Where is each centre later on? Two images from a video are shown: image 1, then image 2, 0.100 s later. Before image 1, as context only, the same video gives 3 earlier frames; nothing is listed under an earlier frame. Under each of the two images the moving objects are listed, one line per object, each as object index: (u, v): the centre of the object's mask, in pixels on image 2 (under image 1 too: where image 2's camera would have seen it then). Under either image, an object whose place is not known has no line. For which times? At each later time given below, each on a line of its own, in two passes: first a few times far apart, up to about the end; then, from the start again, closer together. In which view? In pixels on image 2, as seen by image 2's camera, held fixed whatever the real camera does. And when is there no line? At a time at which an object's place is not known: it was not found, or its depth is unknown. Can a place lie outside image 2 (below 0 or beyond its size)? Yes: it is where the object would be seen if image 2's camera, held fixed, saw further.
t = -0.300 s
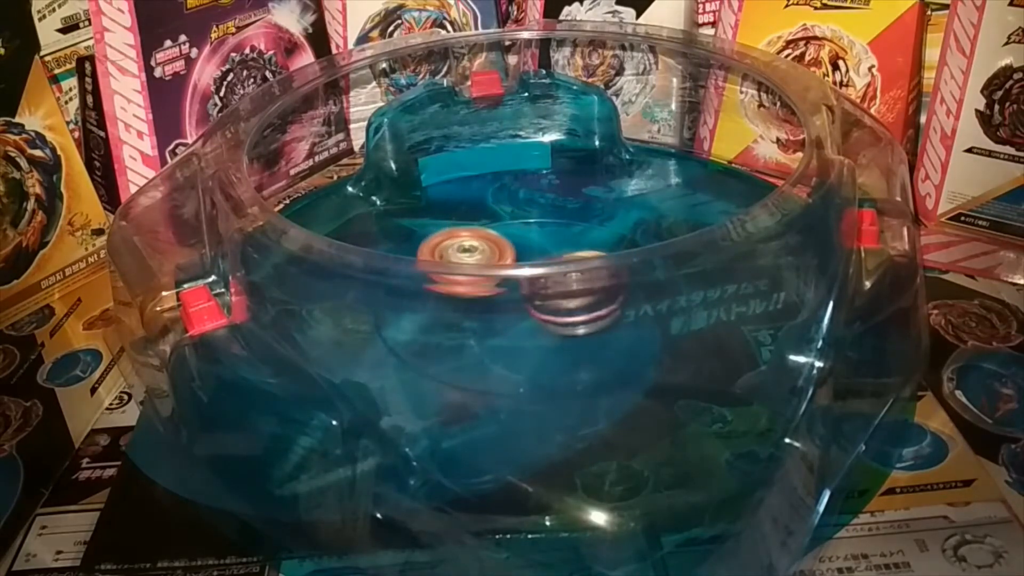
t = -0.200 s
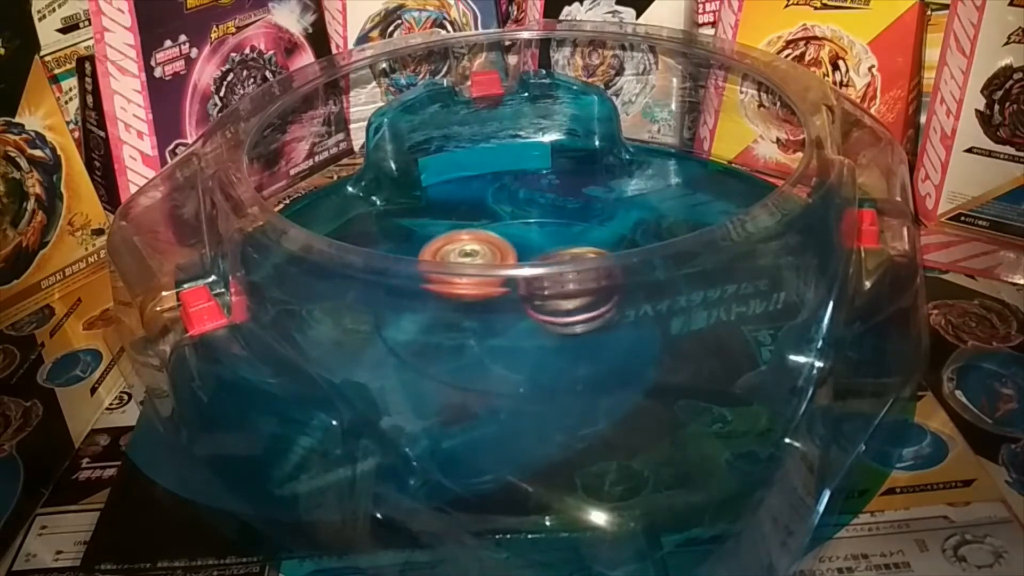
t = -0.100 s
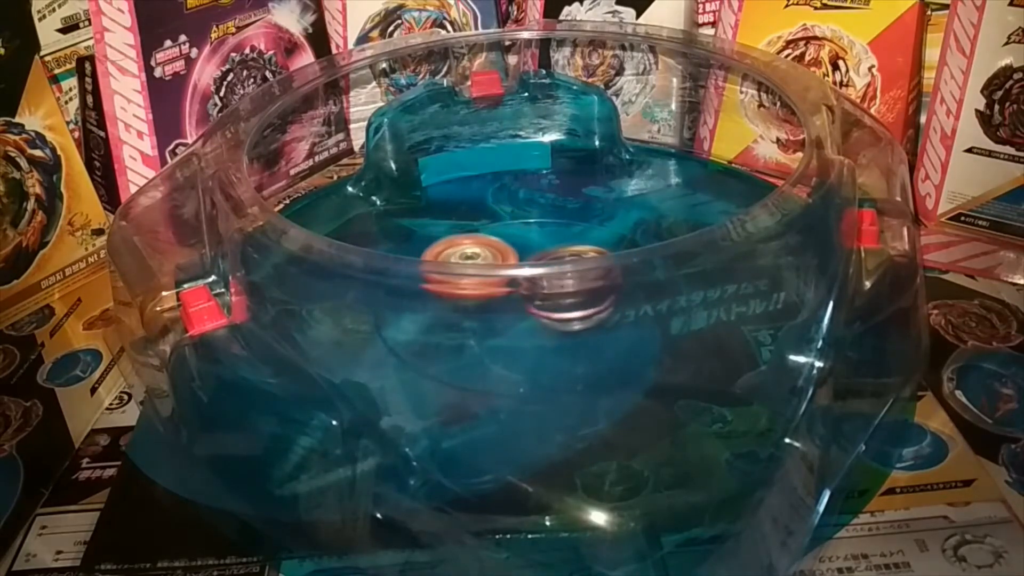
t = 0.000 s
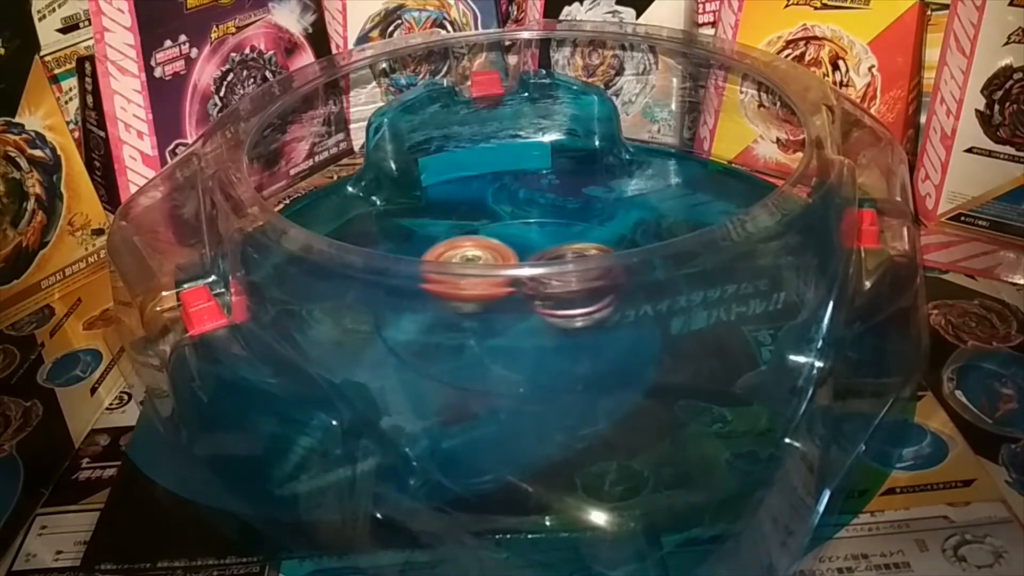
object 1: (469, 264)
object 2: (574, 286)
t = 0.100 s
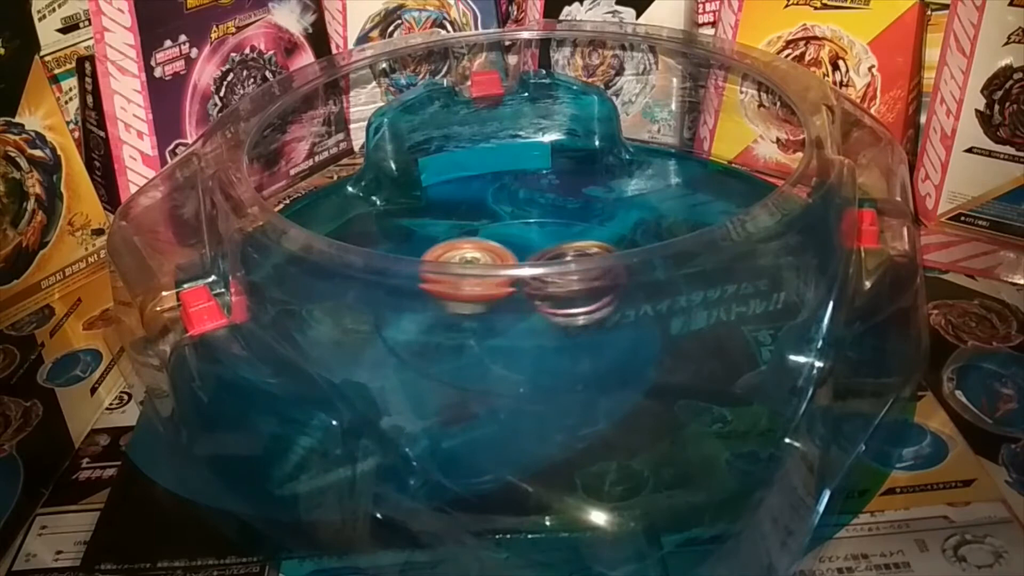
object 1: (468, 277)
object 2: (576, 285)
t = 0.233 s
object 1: (467, 277)
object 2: (574, 282)
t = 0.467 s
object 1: (463, 284)
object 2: (585, 273)
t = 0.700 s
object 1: (469, 287)
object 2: (573, 274)
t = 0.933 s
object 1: (472, 296)
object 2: (572, 259)
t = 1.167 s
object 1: (474, 298)
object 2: (572, 255)
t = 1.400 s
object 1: (479, 300)
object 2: (568, 253)
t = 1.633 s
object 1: (486, 302)
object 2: (563, 250)
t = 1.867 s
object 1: (486, 305)
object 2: (564, 247)
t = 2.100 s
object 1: (489, 308)
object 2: (560, 248)
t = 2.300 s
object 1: (497, 309)
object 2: (561, 249)
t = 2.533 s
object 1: (507, 309)
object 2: (559, 249)
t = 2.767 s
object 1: (516, 311)
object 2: (557, 240)
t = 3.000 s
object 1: (524, 311)
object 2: (551, 241)
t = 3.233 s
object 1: (529, 313)
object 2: (548, 236)
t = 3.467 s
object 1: (535, 310)
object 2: (537, 240)
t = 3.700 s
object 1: (542, 312)
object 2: (524, 241)
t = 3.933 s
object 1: (551, 308)
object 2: (516, 242)
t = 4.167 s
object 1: (558, 308)
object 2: (506, 241)
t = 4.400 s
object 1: (563, 307)
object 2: (505, 251)
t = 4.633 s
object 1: (568, 306)
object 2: (508, 251)
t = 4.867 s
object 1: (577, 301)
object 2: (507, 240)
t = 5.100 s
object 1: (579, 298)
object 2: (505, 250)
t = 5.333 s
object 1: (581, 296)
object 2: (498, 253)
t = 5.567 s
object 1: (584, 294)
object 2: (492, 258)
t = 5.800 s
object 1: (583, 294)
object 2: (485, 263)
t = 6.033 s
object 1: (586, 293)
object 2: (481, 264)
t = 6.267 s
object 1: (593, 292)
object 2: (477, 264)
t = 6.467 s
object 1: (593, 290)
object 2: (475, 265)
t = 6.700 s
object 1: (591, 280)
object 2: (485, 263)
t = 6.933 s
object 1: (596, 274)
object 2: (481, 262)
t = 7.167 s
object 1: (597, 269)
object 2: (485, 260)
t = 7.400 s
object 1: (595, 270)
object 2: (488, 261)
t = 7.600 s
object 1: (594, 270)
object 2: (482, 262)
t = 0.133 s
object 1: (468, 277)
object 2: (575, 285)
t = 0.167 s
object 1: (468, 277)
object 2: (575, 284)
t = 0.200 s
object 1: (468, 277)
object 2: (575, 283)
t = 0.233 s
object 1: (467, 277)
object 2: (574, 282)
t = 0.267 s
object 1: (467, 277)
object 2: (575, 280)
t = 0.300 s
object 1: (468, 277)
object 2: (575, 279)
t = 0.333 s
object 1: (467, 278)
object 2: (576, 279)
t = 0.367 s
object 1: (466, 278)
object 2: (578, 278)
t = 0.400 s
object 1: (464, 278)
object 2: (583, 276)
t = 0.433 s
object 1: (463, 283)
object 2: (585, 274)
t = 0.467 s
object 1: (463, 284)
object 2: (585, 273)
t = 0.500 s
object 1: (464, 285)
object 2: (585, 272)
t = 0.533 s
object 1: (463, 285)
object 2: (583, 271)
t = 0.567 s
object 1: (464, 285)
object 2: (582, 272)
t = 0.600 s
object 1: (465, 286)
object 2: (581, 273)
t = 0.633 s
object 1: (467, 287)
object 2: (579, 273)
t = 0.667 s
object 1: (469, 287)
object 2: (577, 273)
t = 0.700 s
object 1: (469, 287)
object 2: (573, 274)
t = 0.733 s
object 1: (469, 288)
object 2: (573, 260)
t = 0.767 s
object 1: (468, 289)
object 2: (572, 260)
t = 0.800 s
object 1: (469, 296)
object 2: (573, 260)
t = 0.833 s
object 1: (471, 289)
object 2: (572, 260)
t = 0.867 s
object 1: (470, 296)
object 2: (572, 260)
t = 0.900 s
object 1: (470, 296)
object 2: (572, 259)
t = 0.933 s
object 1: (472, 296)
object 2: (572, 259)
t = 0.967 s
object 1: (472, 296)
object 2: (572, 259)
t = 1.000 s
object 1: (473, 296)
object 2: (571, 259)
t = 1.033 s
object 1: (472, 296)
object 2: (571, 258)
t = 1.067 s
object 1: (473, 296)
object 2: (572, 257)
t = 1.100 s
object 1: (475, 298)
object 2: (571, 257)
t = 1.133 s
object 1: (475, 298)
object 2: (571, 256)
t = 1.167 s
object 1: (474, 298)
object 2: (572, 255)
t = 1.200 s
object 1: (474, 298)
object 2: (572, 254)
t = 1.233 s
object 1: (475, 299)
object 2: (572, 254)
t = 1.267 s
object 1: (476, 299)
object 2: (571, 254)
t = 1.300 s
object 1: (478, 299)
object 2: (570, 254)
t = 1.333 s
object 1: (479, 300)
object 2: (569, 254)
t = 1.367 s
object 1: (480, 300)
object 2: (568, 254)
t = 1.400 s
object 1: (479, 300)
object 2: (568, 253)
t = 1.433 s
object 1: (482, 300)
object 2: (567, 253)
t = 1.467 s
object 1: (483, 301)
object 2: (566, 253)
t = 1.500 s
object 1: (483, 301)
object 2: (565, 252)
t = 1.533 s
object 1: (482, 301)
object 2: (565, 251)
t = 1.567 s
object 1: (485, 301)
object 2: (565, 251)
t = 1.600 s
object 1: (485, 302)
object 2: (564, 250)
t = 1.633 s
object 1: (486, 302)
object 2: (563, 250)
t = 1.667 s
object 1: (488, 303)
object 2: (562, 250)
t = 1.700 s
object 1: (484, 303)
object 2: (563, 250)
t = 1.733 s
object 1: (483, 303)
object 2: (565, 249)
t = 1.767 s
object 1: (483, 303)
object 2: (565, 247)
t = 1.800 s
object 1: (485, 304)
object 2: (565, 247)
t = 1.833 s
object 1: (486, 305)
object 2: (564, 247)
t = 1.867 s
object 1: (486, 305)
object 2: (564, 247)
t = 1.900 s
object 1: (487, 305)
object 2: (563, 247)
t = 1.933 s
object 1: (489, 306)
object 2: (561, 248)
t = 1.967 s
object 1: (490, 306)
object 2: (560, 248)
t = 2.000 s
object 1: (491, 306)
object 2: (559, 248)
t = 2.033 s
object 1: (494, 306)
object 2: (558, 249)
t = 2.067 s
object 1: (494, 309)
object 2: (558, 250)
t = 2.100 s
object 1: (489, 308)
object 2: (560, 248)
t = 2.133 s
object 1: (489, 307)
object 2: (560, 247)
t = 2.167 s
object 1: (491, 307)
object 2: (561, 247)
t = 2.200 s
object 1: (493, 308)
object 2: (560, 247)
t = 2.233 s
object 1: (494, 308)
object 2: (560, 248)
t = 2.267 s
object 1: (495, 308)
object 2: (560, 248)
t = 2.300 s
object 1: (497, 309)
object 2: (561, 249)
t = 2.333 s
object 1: (500, 311)
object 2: (560, 249)
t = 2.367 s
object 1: (502, 311)
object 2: (559, 250)
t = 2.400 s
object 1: (503, 311)
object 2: (560, 250)
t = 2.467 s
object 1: (502, 309)
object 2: (560, 249)
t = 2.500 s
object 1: (504, 309)
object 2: (560, 249)
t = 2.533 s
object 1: (507, 309)
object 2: (559, 249)
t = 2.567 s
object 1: (508, 310)
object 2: (559, 250)
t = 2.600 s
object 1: (510, 312)
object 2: (559, 249)
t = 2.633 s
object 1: (509, 311)
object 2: (556, 241)
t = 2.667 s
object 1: (510, 311)
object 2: (556, 241)
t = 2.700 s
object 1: (512, 311)
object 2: (556, 241)
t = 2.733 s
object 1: (514, 311)
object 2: (557, 240)
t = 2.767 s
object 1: (516, 311)
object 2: (557, 240)
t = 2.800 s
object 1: (518, 311)
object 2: (556, 240)
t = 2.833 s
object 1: (520, 311)
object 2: (556, 240)
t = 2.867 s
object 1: (522, 311)
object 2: (556, 241)
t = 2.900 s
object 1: (524, 311)
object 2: (554, 241)
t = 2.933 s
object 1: (525, 311)
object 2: (554, 241)
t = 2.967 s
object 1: (525, 311)
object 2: (552, 241)
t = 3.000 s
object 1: (524, 311)
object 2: (551, 241)
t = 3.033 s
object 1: (523, 313)
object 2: (553, 238)
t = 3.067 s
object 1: (524, 313)
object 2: (553, 237)
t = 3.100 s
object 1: (525, 313)
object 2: (552, 237)
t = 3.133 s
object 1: (526, 313)
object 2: (551, 236)
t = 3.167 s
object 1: (527, 313)
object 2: (550, 236)
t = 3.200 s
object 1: (527, 313)
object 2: (549, 236)
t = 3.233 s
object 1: (529, 313)
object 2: (548, 236)
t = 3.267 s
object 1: (530, 313)
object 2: (547, 236)
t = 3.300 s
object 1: (530, 313)
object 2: (545, 237)
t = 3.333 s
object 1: (531, 312)
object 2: (543, 237)
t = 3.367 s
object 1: (533, 311)
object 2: (542, 238)
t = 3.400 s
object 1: (534, 311)
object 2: (541, 239)
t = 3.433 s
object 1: (535, 310)
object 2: (539, 240)
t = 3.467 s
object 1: (535, 310)
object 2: (537, 240)
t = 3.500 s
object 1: (535, 309)
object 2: (536, 241)
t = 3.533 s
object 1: (537, 309)
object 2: (534, 240)
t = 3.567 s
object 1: (537, 310)
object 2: (532, 240)
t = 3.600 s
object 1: (537, 309)
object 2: (529, 240)
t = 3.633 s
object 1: (539, 309)
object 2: (527, 241)
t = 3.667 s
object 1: (540, 309)
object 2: (526, 241)
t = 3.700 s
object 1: (542, 312)
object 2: (524, 241)
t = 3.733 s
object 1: (543, 310)
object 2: (521, 241)
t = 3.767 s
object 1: (544, 309)
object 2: (521, 241)
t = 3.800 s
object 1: (546, 310)
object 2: (519, 241)
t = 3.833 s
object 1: (546, 309)
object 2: (518, 241)
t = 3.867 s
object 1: (549, 309)
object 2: (518, 242)
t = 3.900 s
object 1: (550, 309)
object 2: (516, 242)
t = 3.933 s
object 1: (551, 308)
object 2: (516, 242)
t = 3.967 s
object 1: (552, 312)
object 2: (514, 242)
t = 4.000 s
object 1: (553, 312)
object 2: (510, 241)
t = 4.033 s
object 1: (552, 310)
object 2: (509, 240)
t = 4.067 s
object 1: (555, 309)
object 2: (508, 240)
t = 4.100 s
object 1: (557, 310)
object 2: (508, 240)
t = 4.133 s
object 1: (556, 309)
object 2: (507, 240)
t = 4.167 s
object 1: (558, 308)
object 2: (506, 241)
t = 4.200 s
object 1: (560, 308)
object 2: (506, 241)
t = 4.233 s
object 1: (560, 308)
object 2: (506, 242)
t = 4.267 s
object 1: (561, 307)
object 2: (506, 242)
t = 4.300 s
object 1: (562, 306)
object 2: (507, 243)
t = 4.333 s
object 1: (562, 305)
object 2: (508, 244)
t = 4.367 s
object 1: (563, 305)
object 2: (506, 252)
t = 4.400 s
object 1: (563, 307)
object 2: (505, 251)
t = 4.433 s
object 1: (562, 306)
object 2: (504, 250)
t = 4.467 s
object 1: (564, 305)
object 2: (504, 250)
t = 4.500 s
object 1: (566, 304)
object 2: (506, 251)
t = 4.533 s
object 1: (566, 304)
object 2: (507, 251)
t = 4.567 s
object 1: (567, 304)
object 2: (508, 251)
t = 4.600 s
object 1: (568, 304)
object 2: (508, 251)
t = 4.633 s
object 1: (568, 306)
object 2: (508, 251)
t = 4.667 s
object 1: (570, 307)
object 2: (508, 242)
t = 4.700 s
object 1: (569, 306)
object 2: (508, 242)
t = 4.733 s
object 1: (571, 303)
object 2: (507, 241)
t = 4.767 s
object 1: (574, 302)
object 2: (508, 241)
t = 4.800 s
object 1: (575, 303)
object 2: (507, 240)
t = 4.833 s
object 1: (576, 302)
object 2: (507, 240)
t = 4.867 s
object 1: (577, 301)
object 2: (507, 240)
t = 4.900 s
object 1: (577, 300)
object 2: (507, 240)
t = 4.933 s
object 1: (578, 299)
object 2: (507, 240)
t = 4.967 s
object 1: (578, 299)
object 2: (508, 241)
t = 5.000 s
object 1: (579, 298)
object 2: (507, 249)
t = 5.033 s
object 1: (579, 298)
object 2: (507, 250)
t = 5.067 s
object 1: (579, 299)
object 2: (505, 250)
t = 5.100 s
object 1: (579, 298)
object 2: (505, 250)
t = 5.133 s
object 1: (581, 299)
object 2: (502, 251)
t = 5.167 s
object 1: (579, 299)
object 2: (500, 252)
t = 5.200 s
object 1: (580, 298)
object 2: (501, 252)
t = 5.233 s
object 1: (580, 297)
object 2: (500, 253)
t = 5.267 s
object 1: (580, 297)
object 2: (499, 253)
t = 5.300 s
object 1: (581, 296)
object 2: (499, 253)
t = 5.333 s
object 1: (581, 296)
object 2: (498, 253)
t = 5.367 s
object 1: (583, 296)
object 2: (496, 254)
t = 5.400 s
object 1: (582, 297)
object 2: (495, 255)
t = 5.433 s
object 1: (580, 296)
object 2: (493, 255)
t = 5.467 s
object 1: (584, 294)
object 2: (494, 255)
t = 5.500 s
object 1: (583, 294)
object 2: (494, 256)
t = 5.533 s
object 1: (583, 294)
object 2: (494, 257)
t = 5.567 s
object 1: (584, 294)
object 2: (492, 258)
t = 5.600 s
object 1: (584, 295)
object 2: (489, 259)
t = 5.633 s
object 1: (583, 295)
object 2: (488, 259)
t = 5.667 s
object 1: (583, 295)
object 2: (487, 260)
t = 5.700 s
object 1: (583, 294)
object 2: (487, 260)
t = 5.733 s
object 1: (583, 293)
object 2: (487, 261)
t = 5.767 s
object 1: (584, 294)
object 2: (485, 261)
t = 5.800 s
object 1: (583, 294)
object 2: (485, 263)
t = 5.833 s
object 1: (582, 293)
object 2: (485, 263)
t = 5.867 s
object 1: (583, 294)
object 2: (483, 262)
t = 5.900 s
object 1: (582, 294)
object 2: (482, 263)
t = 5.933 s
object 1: (581, 292)
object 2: (483, 262)
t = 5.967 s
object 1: (583, 292)
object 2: (484, 262)
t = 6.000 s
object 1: (583, 292)
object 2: (484, 263)
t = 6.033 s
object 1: (586, 293)
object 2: (481, 264)
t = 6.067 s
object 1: (585, 294)
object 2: (481, 264)
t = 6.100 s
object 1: (584, 293)
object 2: (481, 264)
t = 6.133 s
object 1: (585, 291)
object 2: (482, 265)
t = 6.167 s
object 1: (586, 291)
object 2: (481, 264)
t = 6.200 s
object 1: (585, 291)
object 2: (483, 265)
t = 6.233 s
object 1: (586, 291)
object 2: (483, 264)
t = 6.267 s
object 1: (593, 292)
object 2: (477, 264)
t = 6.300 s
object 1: (594, 294)
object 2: (474, 265)
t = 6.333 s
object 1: (593, 294)
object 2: (472, 264)
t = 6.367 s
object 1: (592, 291)
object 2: (474, 263)
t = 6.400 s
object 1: (594, 290)
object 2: (473, 264)
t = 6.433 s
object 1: (594, 290)
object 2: (474, 265)
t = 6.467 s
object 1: (593, 290)
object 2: (475, 265)
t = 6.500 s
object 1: (593, 288)
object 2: (476, 263)
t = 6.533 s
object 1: (593, 288)
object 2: (478, 264)
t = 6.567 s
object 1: (593, 288)
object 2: (479, 264)
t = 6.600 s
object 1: (592, 287)
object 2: (483, 263)
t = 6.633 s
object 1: (591, 287)
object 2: (484, 264)
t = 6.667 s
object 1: (593, 287)
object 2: (485, 264)
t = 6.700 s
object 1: (591, 280)
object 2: (485, 263)
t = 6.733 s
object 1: (590, 280)
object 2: (485, 263)
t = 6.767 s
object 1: (590, 278)
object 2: (486, 264)
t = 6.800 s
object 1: (594, 278)
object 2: (482, 264)
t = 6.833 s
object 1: (595, 278)
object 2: (482, 264)
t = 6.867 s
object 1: (594, 277)
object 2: (481, 263)
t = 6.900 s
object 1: (594, 275)
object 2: (481, 262)
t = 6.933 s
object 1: (596, 274)
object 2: (481, 262)
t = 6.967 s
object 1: (595, 274)
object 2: (482, 261)
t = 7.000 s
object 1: (595, 272)
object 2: (482, 261)
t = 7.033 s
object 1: (595, 271)
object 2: (484, 261)
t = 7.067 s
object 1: (595, 270)
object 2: (484, 261)
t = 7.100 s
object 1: (594, 269)
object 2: (486, 260)
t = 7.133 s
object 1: (595, 269)
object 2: (488, 261)
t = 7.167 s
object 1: (597, 269)
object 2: (485, 260)
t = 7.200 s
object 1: (598, 269)
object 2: (484, 261)
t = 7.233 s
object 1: (597, 269)
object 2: (484, 261)
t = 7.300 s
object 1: (597, 269)
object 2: (486, 261)
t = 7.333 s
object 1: (596, 269)
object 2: (486, 261)
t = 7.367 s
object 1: (597, 269)
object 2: (487, 261)
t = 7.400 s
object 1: (595, 270)
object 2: (488, 261)
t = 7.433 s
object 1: (595, 269)
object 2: (488, 261)
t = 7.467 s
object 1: (594, 269)
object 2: (488, 261)
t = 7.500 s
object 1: (596, 270)
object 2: (485, 260)
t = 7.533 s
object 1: (598, 269)
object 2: (482, 261)
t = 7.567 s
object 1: (596, 270)
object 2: (482, 261)
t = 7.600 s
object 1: (594, 270)
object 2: (482, 262)
